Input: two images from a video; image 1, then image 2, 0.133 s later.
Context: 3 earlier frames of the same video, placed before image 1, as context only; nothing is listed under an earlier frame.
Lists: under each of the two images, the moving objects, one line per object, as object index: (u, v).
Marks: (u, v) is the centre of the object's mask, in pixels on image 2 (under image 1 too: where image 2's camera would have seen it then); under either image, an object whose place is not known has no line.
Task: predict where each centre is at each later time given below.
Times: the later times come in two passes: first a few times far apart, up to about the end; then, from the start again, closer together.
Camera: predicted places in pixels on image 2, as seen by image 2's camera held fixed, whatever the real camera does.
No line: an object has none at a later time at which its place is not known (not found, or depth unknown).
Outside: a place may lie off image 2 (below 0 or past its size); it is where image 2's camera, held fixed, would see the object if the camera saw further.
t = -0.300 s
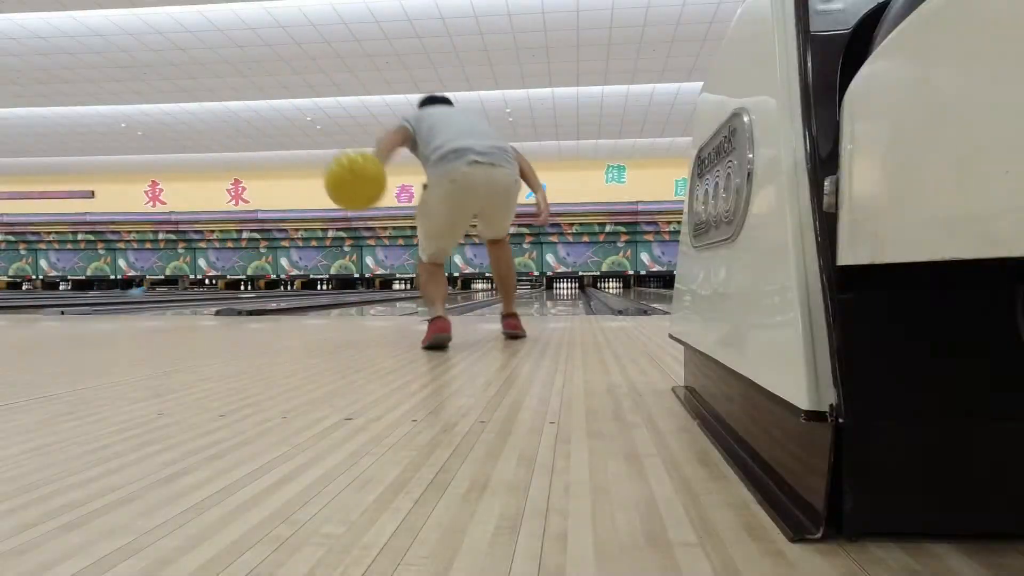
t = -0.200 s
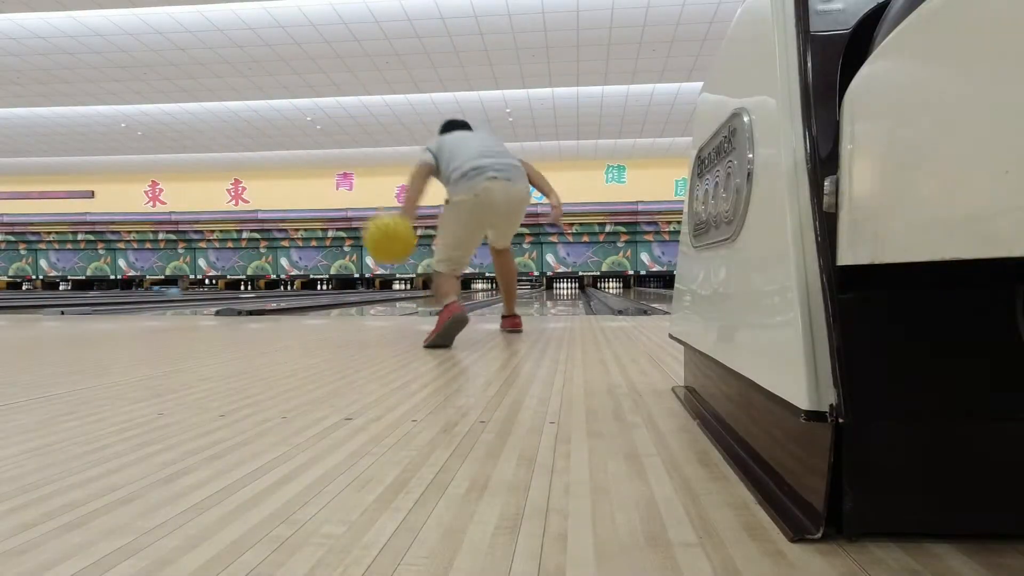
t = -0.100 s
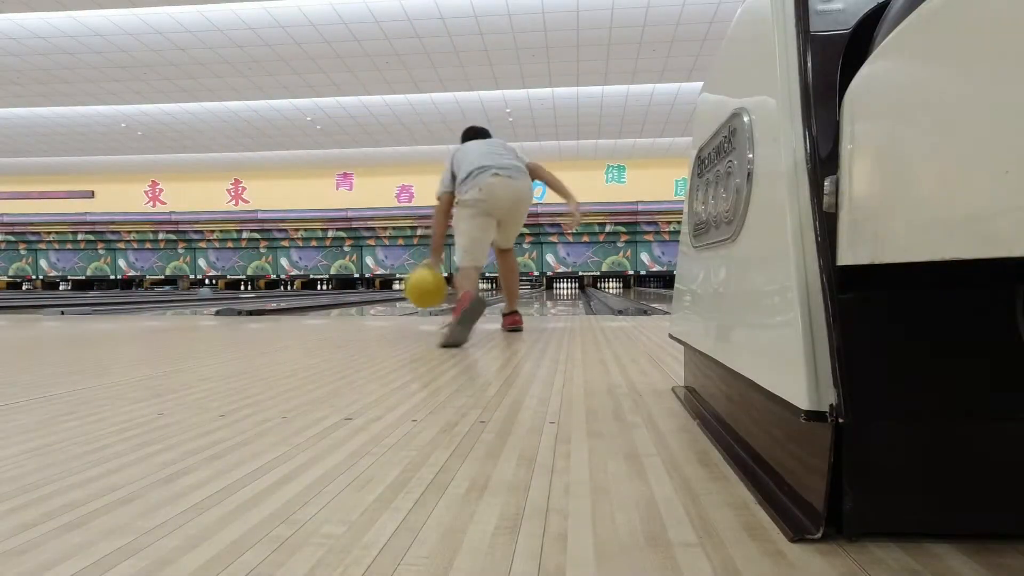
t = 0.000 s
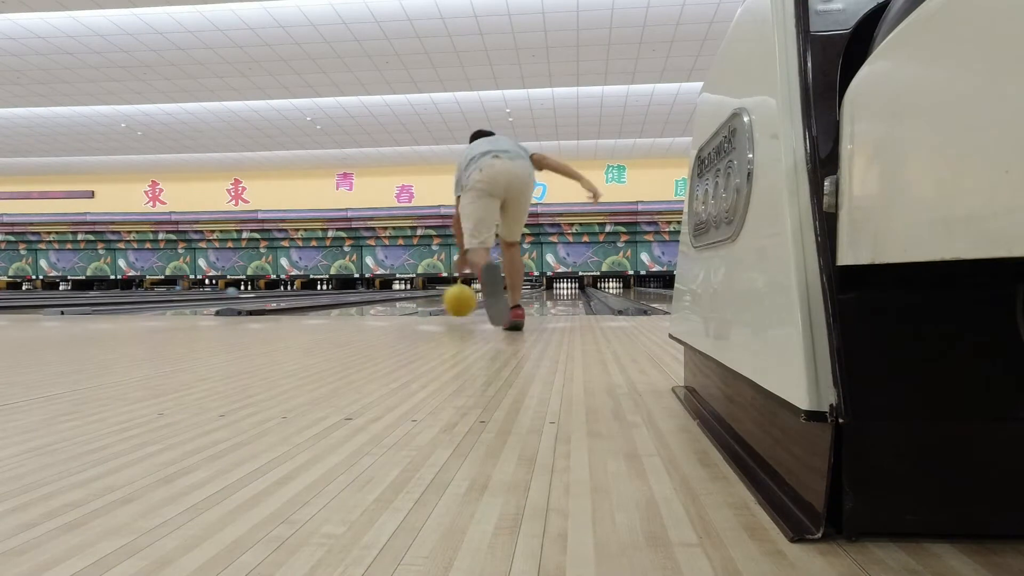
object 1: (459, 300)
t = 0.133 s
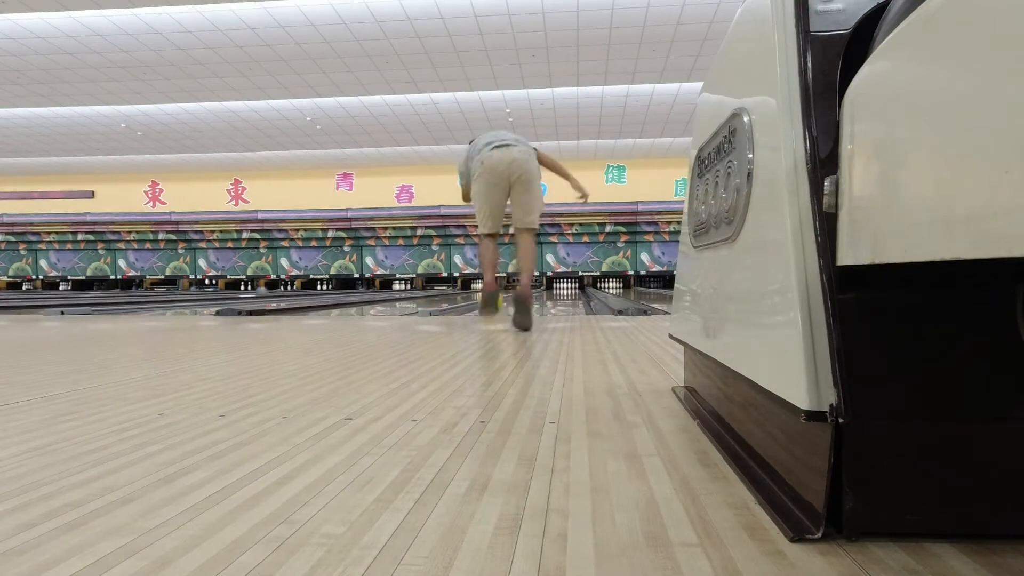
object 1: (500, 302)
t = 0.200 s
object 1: (505, 299)
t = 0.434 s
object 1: (522, 297)
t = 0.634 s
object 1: (539, 293)
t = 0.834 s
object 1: (548, 291)
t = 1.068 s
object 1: (555, 290)
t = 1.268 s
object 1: (560, 290)
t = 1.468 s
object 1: (564, 288)
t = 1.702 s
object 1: (567, 288)
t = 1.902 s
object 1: (571, 287)
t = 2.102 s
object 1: (572, 287)
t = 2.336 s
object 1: (574, 286)
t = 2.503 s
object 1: (574, 286)
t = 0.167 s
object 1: (503, 300)
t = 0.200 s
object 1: (505, 299)
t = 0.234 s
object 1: (508, 298)
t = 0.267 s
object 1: (512, 298)
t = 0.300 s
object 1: (514, 297)
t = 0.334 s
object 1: (517, 296)
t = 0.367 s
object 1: (520, 296)
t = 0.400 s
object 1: (523, 295)
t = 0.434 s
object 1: (522, 297)
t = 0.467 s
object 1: (521, 295)
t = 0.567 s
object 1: (537, 294)
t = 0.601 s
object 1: (538, 293)
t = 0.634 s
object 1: (539, 293)
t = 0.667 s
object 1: (540, 293)
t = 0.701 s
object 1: (542, 292)
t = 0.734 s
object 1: (543, 292)
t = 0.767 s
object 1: (545, 292)
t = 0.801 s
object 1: (546, 292)
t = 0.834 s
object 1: (548, 291)
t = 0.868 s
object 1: (549, 291)
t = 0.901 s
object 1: (550, 291)
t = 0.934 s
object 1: (551, 291)
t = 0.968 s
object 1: (552, 291)
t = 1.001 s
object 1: (553, 291)
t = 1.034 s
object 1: (554, 290)
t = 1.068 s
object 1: (555, 290)
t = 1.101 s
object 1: (556, 290)
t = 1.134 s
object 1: (557, 290)
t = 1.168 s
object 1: (557, 290)
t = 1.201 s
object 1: (558, 290)
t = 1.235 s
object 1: (559, 290)
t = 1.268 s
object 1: (560, 290)
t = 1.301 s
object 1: (560, 289)
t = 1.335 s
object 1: (561, 289)
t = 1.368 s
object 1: (562, 289)
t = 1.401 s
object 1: (563, 289)
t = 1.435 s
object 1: (563, 289)
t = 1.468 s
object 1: (564, 288)
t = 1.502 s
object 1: (565, 288)
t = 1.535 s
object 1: (565, 288)
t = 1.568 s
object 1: (565, 288)
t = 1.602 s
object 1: (566, 288)
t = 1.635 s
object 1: (566, 288)
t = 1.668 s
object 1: (567, 288)
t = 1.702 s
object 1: (567, 288)
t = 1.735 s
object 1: (568, 288)
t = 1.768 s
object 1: (568, 288)
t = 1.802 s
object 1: (568, 288)
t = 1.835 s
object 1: (569, 287)
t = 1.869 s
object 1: (570, 287)
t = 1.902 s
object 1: (571, 287)
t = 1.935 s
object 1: (571, 287)
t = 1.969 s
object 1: (571, 287)
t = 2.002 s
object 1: (571, 287)
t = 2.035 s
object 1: (571, 287)
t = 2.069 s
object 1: (572, 287)
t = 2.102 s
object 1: (572, 287)
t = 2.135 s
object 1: (572, 287)
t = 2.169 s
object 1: (572, 287)
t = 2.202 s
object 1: (572, 287)
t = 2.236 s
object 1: (573, 287)
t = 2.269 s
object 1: (574, 286)
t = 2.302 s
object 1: (574, 286)
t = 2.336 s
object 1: (574, 286)
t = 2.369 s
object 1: (575, 286)
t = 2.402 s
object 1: (574, 286)
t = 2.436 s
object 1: (574, 287)
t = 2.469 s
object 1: (574, 286)
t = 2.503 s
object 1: (574, 286)
